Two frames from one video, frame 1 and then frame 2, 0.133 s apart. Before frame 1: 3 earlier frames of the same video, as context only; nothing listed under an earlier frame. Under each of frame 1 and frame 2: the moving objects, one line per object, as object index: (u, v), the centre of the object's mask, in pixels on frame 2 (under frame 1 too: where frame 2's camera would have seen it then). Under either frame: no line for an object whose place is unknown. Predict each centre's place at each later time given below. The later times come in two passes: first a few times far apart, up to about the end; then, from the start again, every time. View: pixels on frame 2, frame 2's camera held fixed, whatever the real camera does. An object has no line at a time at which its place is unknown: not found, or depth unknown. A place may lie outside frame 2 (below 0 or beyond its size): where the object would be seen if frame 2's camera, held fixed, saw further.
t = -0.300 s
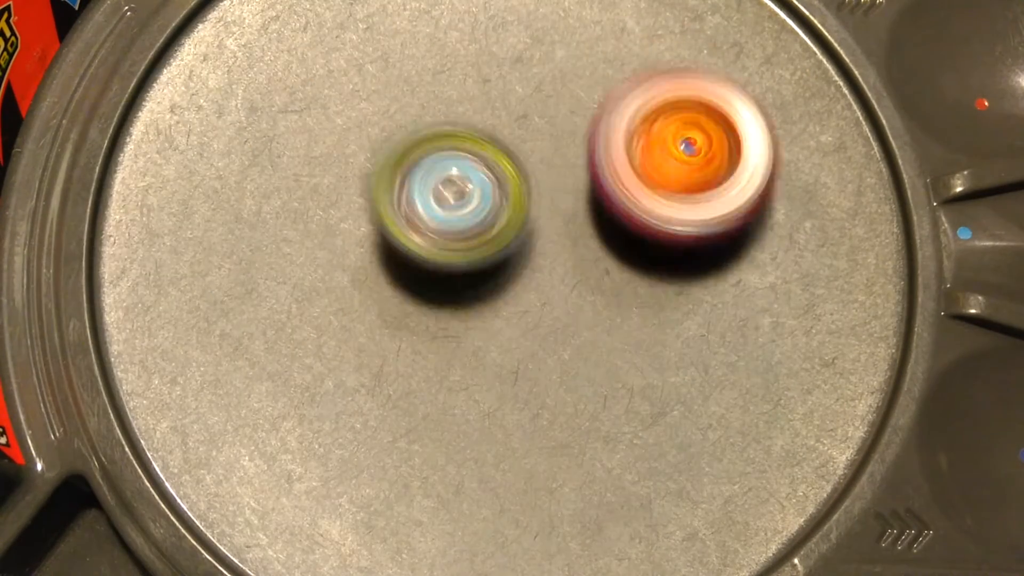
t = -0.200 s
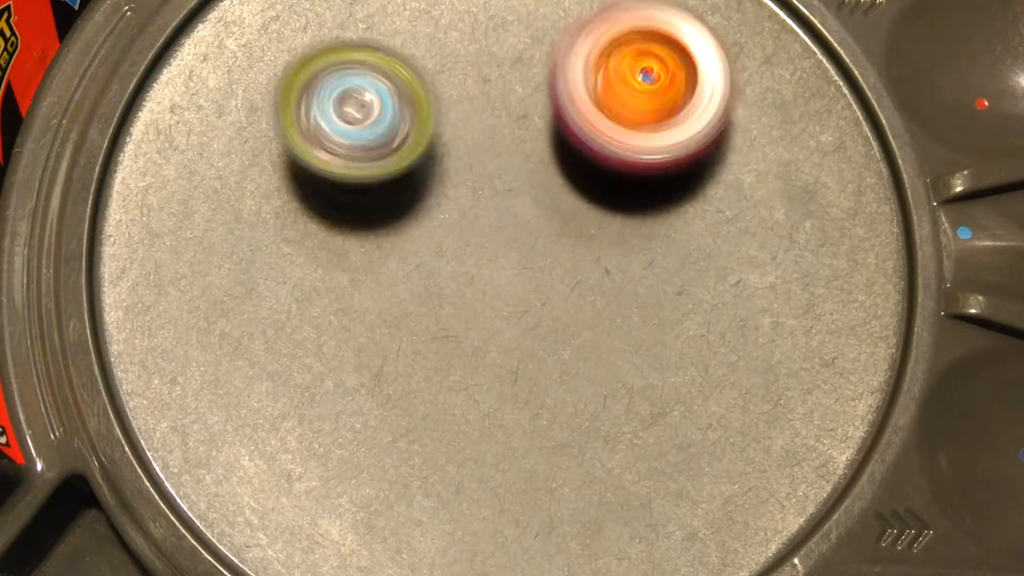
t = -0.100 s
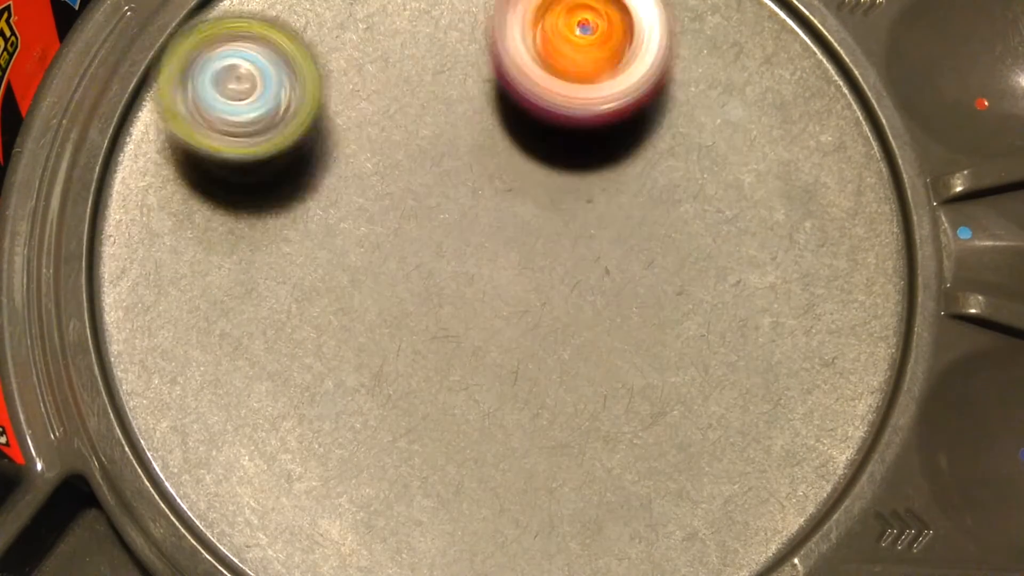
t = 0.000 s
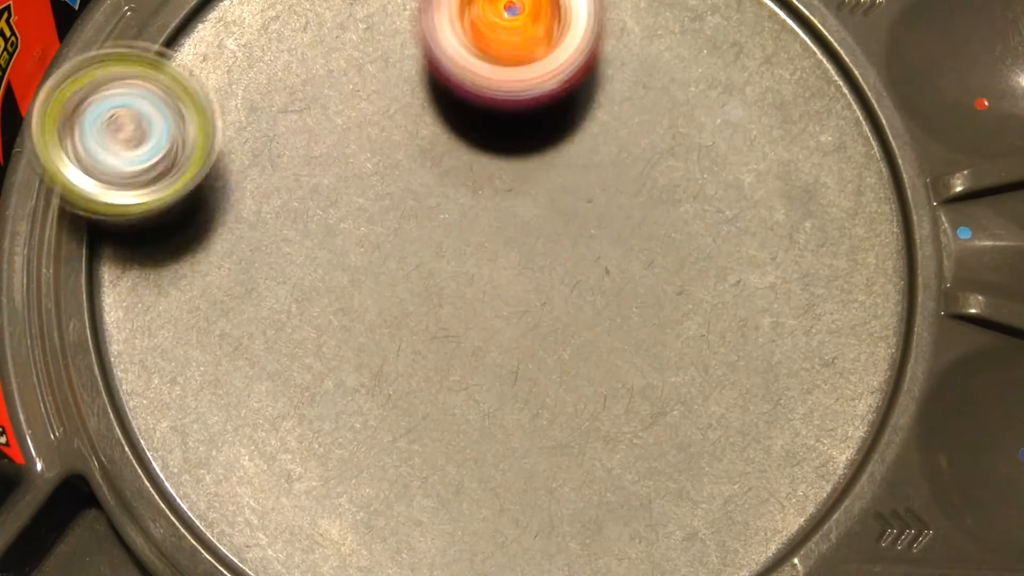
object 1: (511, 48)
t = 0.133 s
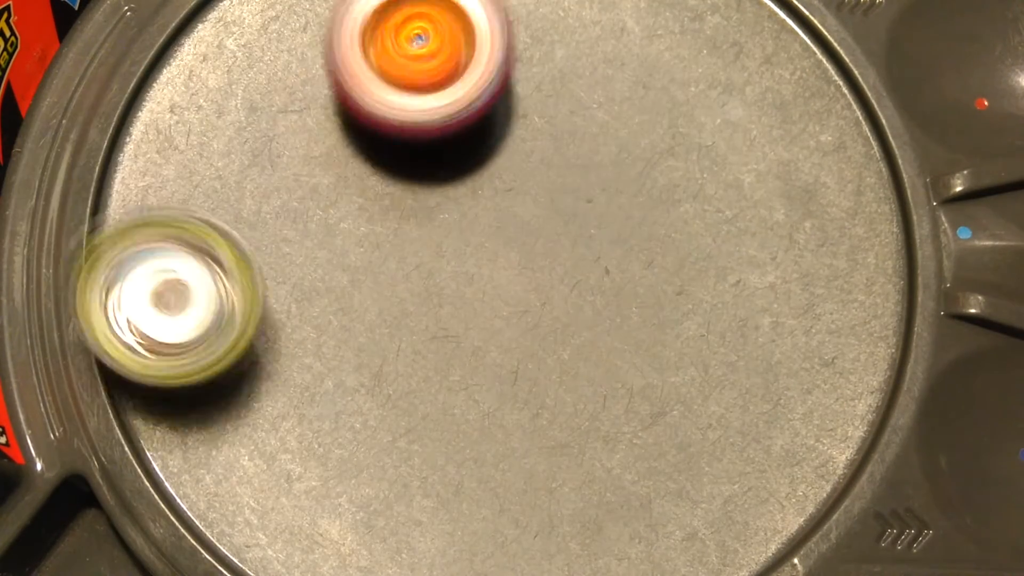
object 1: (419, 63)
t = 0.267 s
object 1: (366, 130)
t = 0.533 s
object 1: (444, 318)
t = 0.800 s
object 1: (652, 360)
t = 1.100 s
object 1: (749, 215)
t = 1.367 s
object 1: (622, 111)
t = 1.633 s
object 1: (442, 155)
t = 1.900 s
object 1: (370, 289)
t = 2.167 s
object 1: (459, 380)
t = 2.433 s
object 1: (597, 325)
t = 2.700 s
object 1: (642, 187)
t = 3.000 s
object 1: (594, 190)
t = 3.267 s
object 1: (554, 247)
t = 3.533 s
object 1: (530, 263)
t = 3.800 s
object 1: (506, 245)
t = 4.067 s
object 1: (495, 224)
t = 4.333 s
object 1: (487, 270)
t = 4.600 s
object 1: (510, 294)
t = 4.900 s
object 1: (678, 200)
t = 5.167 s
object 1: (790, 64)
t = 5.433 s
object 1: (806, 58)
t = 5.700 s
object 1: (682, 142)
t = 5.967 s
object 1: (511, 225)
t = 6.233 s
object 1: (367, 225)
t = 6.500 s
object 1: (301, 168)
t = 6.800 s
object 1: (378, 118)
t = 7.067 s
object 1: (515, 156)
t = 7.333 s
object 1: (623, 250)
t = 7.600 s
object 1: (647, 349)
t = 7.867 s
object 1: (570, 391)
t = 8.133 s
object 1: (485, 327)
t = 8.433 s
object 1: (473, 212)
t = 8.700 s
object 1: (569, 187)
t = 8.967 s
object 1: (656, 244)
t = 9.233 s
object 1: (645, 321)
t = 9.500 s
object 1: (537, 327)
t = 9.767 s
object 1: (447, 238)
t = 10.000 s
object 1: (495, 165)
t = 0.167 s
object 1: (402, 72)
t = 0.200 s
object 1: (386, 85)
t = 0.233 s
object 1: (374, 106)
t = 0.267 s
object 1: (366, 130)
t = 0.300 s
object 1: (363, 155)
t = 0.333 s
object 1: (361, 180)
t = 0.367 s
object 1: (368, 206)
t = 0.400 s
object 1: (376, 231)
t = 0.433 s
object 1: (388, 255)
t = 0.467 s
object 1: (405, 278)
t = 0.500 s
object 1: (423, 299)
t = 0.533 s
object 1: (444, 318)
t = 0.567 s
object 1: (468, 333)
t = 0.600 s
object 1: (494, 347)
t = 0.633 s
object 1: (521, 357)
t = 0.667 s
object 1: (547, 364)
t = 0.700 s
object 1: (576, 367)
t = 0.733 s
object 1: (602, 368)
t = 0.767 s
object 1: (628, 366)
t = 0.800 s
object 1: (652, 360)
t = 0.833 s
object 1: (676, 350)
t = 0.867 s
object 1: (696, 339)
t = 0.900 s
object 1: (713, 326)
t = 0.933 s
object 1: (727, 310)
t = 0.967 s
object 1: (739, 292)
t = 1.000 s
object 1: (747, 273)
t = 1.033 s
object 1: (751, 255)
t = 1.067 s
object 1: (751, 235)
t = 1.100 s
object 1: (749, 215)
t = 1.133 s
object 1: (742, 196)
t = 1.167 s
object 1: (733, 179)
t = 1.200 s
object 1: (721, 164)
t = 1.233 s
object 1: (704, 149)
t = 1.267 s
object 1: (687, 135)
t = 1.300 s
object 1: (667, 125)
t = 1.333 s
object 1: (645, 118)
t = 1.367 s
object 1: (622, 111)
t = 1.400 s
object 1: (599, 109)
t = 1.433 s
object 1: (574, 109)
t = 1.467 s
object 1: (550, 112)
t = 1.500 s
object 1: (526, 116)
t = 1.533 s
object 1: (504, 122)
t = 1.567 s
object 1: (482, 132)
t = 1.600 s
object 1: (462, 142)
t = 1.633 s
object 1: (442, 155)
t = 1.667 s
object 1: (424, 169)
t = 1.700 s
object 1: (409, 184)
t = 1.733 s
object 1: (396, 201)
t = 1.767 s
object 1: (385, 218)
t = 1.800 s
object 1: (376, 236)
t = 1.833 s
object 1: (371, 254)
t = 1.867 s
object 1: (369, 271)
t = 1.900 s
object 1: (370, 289)
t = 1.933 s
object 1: (372, 307)
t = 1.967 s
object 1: (378, 323)
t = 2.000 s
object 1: (387, 336)
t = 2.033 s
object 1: (399, 350)
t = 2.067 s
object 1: (411, 362)
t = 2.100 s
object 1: (426, 371)
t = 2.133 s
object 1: (441, 378)
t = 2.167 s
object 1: (459, 380)
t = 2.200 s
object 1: (478, 382)
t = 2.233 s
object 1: (497, 382)
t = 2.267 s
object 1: (515, 378)
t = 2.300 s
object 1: (534, 372)
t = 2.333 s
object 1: (551, 364)
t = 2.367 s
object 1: (568, 352)
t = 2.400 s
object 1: (584, 340)
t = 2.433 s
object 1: (597, 325)
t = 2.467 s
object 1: (609, 310)
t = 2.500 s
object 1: (619, 294)
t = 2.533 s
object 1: (627, 276)
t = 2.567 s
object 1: (633, 257)
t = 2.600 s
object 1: (638, 240)
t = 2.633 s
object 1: (642, 222)
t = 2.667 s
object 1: (642, 204)
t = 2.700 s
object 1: (642, 187)
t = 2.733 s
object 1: (639, 171)
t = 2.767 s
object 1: (633, 153)
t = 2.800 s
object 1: (627, 150)
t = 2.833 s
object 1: (620, 165)
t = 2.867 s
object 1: (612, 171)
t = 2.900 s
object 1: (607, 175)
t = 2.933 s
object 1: (603, 179)
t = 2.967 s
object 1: (598, 184)
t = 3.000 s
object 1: (594, 190)
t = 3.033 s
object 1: (589, 196)
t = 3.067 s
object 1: (584, 203)
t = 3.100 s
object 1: (579, 210)
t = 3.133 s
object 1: (574, 218)
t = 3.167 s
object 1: (569, 225)
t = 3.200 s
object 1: (564, 232)
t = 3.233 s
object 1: (559, 239)
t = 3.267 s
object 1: (554, 247)
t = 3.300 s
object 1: (549, 253)
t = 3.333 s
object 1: (545, 260)
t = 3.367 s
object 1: (541, 266)
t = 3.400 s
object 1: (540, 268)
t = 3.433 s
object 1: (539, 267)
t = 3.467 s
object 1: (536, 265)
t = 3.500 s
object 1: (533, 264)
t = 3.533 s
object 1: (530, 263)
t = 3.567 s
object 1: (527, 261)
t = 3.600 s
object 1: (524, 259)
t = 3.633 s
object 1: (521, 256)
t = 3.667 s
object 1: (518, 254)
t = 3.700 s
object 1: (515, 252)
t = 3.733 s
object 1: (512, 249)
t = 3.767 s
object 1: (509, 247)
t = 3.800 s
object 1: (506, 245)
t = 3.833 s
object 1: (504, 243)
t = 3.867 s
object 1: (502, 240)
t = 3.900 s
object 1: (500, 237)
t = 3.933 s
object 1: (498, 235)
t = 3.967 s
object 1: (497, 232)
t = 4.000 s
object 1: (496, 230)
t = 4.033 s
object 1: (495, 227)
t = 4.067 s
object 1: (495, 224)
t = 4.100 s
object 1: (491, 226)
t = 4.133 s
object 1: (488, 233)
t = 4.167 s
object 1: (487, 239)
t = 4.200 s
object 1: (486, 245)
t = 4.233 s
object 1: (485, 252)
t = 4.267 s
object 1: (485, 258)
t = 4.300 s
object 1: (486, 264)
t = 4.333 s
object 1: (487, 270)
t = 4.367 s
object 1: (489, 275)
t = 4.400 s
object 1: (491, 279)
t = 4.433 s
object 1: (494, 283)
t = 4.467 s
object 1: (496, 286)
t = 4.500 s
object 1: (499, 290)
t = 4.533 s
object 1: (503, 292)
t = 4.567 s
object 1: (506, 294)
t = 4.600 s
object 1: (510, 294)
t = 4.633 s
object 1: (531, 291)
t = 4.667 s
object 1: (550, 285)
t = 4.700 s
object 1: (566, 278)
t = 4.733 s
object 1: (581, 271)
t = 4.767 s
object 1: (595, 264)
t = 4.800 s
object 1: (609, 256)
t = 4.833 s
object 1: (623, 247)
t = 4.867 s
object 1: (635, 236)
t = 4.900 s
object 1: (678, 200)
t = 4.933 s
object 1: (716, 161)
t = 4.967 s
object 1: (742, 132)
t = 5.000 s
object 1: (756, 111)
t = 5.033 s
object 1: (768, 96)
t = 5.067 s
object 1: (776, 85)
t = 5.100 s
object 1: (783, 76)
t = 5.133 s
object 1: (787, 69)
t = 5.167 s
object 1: (790, 64)
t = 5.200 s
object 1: (796, 60)
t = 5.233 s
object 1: (803, 56)
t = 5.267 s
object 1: (810, 53)
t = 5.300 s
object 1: (812, 52)
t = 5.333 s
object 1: (813, 52)
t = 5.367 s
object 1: (813, 54)
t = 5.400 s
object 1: (813, 55)
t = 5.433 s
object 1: (806, 58)
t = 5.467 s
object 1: (797, 62)
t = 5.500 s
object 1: (786, 69)
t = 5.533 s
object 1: (773, 77)
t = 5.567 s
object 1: (759, 83)
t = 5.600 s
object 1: (740, 97)
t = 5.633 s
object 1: (721, 113)
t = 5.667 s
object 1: (701, 128)
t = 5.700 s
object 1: (682, 142)
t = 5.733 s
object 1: (661, 155)
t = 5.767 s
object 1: (637, 169)
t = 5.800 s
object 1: (615, 182)
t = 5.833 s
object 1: (594, 194)
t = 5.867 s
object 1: (575, 203)
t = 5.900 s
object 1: (553, 211)
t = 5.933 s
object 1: (532, 218)
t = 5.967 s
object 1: (511, 225)
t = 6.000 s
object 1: (493, 231)
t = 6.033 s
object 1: (473, 231)
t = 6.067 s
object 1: (452, 234)
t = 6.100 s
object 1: (433, 235)
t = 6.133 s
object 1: (417, 235)
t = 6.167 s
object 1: (401, 231)
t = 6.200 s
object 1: (384, 229)
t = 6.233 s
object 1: (367, 225)
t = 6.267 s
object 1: (356, 222)
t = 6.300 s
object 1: (343, 214)
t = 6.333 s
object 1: (331, 207)
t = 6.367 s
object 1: (322, 201)
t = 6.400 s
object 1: (316, 194)
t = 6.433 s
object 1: (310, 184)
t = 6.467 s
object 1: (302, 175)
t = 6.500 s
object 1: (301, 168)
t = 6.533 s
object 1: (302, 158)
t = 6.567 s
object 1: (304, 149)
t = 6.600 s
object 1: (307, 142)
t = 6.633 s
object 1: (315, 137)
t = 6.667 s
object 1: (325, 130)
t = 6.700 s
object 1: (334, 124)
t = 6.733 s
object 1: (346, 123)
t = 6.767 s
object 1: (362, 120)
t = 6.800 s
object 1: (378, 118)
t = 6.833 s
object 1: (392, 119)
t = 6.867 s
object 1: (410, 122)
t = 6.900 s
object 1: (427, 125)
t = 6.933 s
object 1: (444, 127)
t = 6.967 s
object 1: (461, 135)
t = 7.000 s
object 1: (480, 142)
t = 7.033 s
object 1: (498, 149)
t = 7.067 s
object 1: (515, 156)
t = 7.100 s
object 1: (533, 167)
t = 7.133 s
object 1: (551, 178)
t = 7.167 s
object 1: (567, 188)
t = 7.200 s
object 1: (579, 201)
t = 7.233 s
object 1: (593, 215)
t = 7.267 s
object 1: (607, 228)
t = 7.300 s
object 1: (616, 238)
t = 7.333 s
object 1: (623, 250)
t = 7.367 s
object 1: (634, 263)
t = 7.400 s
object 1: (641, 274)
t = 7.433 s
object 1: (643, 288)
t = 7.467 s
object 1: (648, 302)
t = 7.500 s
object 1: (651, 314)
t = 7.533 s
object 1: (649, 324)
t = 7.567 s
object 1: (648, 338)
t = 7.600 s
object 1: (647, 349)
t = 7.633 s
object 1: (642, 357)
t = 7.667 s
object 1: (634, 367)
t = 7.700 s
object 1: (628, 376)
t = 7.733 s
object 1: (620, 381)
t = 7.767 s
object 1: (608, 387)
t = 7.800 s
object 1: (598, 391)
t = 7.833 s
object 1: (586, 391)
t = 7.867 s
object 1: (570, 391)
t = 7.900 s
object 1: (560, 390)
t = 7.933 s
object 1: (548, 384)
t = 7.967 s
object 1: (533, 379)
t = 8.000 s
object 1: (523, 373)
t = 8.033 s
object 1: (512, 361)
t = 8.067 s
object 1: (500, 351)
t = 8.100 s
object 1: (492, 342)
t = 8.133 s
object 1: (485, 327)
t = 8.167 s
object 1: (476, 315)
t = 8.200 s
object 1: (472, 303)
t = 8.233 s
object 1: (468, 285)
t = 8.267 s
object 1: (463, 271)
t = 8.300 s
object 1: (462, 259)
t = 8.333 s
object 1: (462, 241)
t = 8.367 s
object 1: (461, 226)
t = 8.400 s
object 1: (465, 213)
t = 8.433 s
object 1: (473, 212)
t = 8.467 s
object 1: (478, 208)
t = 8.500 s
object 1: (491, 203)
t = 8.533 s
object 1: (504, 198)
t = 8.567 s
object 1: (514, 194)
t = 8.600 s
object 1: (530, 191)
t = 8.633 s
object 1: (542, 188)
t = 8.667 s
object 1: (554, 188)
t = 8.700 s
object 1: (569, 187)
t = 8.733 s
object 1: (581, 186)
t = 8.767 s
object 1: (594, 189)
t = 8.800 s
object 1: (607, 190)
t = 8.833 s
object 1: (617, 191)
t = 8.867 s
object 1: (629, 195)
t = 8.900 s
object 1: (641, 207)
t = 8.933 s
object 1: (649, 227)
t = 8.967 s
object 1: (656, 244)
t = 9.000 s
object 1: (660, 253)
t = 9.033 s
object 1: (661, 265)
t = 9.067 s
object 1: (665, 275)
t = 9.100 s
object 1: (662, 285)
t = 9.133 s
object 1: (661, 296)
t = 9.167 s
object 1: (658, 303)
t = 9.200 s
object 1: (650, 313)
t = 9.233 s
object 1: (645, 321)
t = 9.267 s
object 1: (634, 326)
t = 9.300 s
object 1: (626, 332)
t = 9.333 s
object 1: (614, 333)
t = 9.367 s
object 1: (601, 335)
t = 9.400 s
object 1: (589, 334)
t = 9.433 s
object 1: (575, 332)
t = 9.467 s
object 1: (562, 330)
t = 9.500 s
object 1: (537, 327)
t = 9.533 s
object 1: (505, 321)
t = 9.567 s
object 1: (483, 312)
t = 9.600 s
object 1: (472, 299)
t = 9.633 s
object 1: (464, 288)
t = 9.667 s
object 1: (458, 278)
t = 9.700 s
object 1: (450, 264)
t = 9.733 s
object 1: (448, 251)
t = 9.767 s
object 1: (447, 238)
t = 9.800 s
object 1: (449, 226)
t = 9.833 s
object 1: (452, 212)
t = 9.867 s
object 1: (457, 201)
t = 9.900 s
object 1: (465, 190)
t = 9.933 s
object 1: (473, 180)
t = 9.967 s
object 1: (484, 171)
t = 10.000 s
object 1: (495, 165)
